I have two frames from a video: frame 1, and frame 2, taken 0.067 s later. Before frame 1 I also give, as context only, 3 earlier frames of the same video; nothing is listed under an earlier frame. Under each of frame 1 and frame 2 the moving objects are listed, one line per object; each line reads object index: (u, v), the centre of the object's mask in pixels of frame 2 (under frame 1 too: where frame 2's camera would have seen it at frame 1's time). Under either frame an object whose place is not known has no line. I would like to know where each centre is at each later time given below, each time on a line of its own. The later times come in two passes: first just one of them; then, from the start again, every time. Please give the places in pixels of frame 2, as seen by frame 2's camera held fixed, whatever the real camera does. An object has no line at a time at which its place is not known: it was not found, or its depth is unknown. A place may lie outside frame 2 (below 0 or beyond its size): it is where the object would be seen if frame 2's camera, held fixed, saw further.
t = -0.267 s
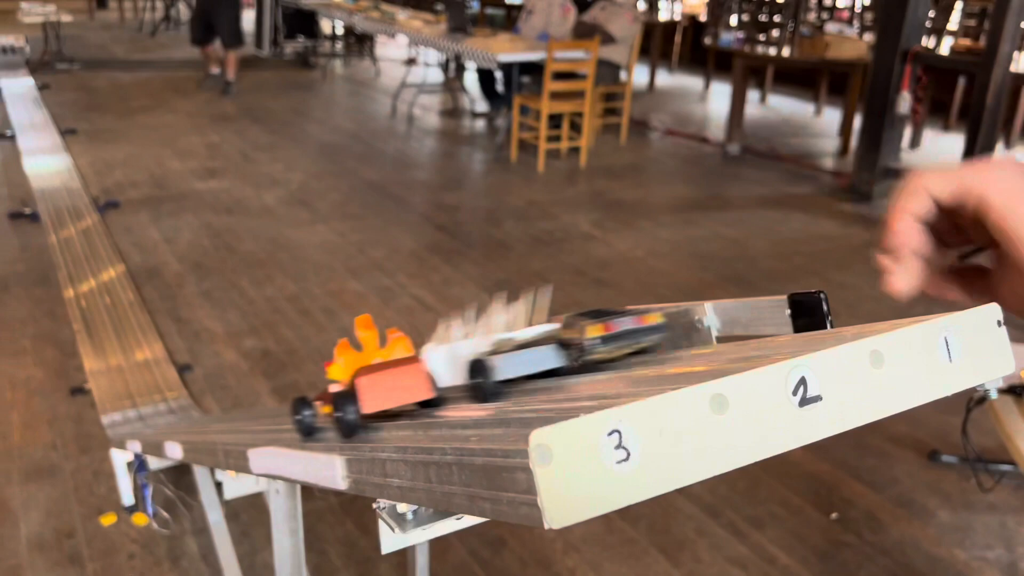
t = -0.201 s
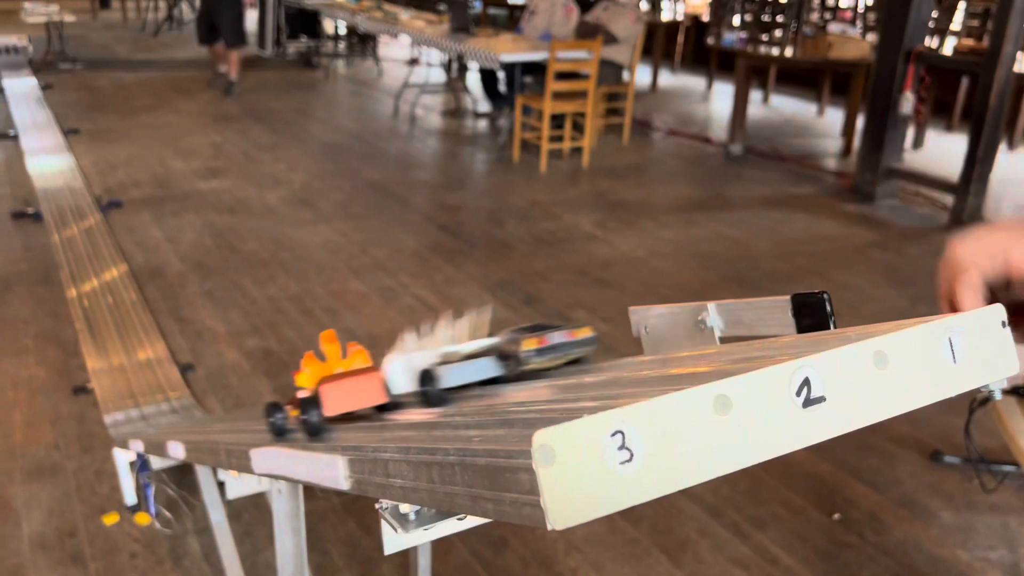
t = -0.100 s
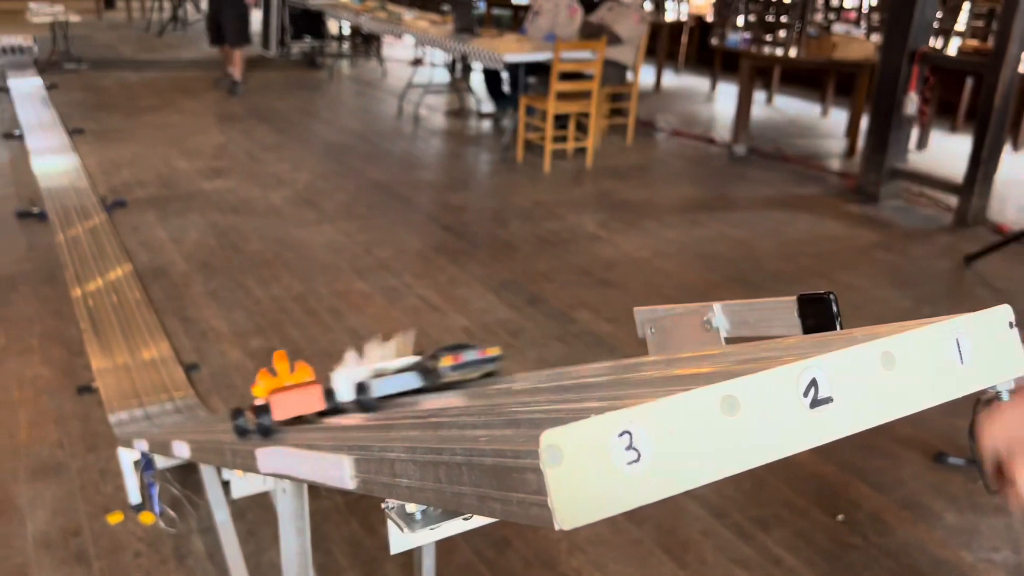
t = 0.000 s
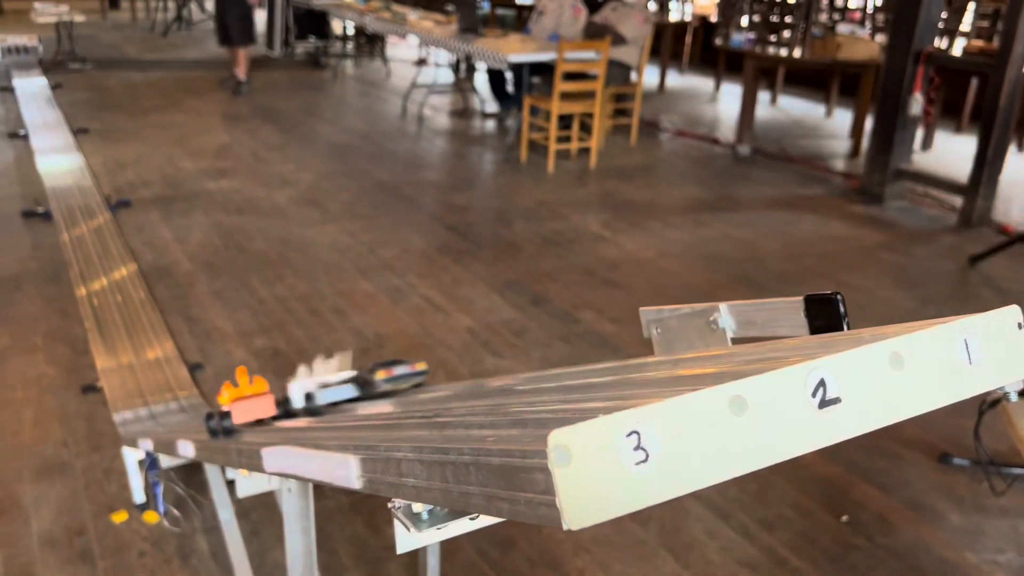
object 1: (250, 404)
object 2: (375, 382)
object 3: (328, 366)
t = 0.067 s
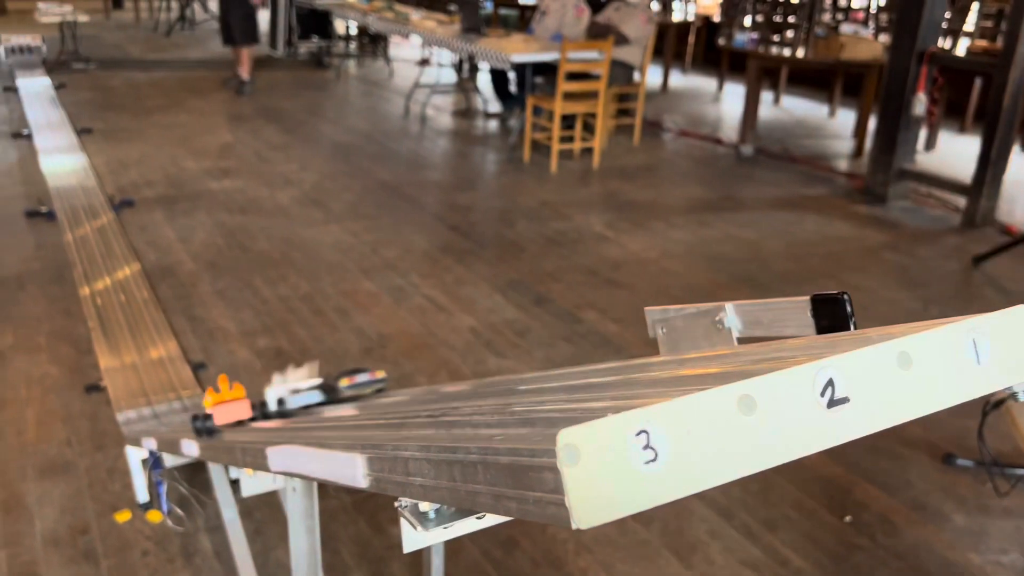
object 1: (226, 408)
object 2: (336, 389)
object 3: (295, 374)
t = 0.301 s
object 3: (214, 394)
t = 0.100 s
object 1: (216, 410)
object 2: (318, 392)
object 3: (280, 378)
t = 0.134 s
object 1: (206, 411)
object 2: (304, 394)
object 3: (267, 382)
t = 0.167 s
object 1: (194, 412)
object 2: (287, 398)
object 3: (254, 385)
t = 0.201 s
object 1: (186, 414)
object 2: (274, 400)
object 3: (242, 388)
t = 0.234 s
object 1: (179, 415)
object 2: (261, 402)
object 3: (233, 390)
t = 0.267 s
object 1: (171, 416)
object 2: (249, 404)
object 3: (222, 393)
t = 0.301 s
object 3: (214, 394)
